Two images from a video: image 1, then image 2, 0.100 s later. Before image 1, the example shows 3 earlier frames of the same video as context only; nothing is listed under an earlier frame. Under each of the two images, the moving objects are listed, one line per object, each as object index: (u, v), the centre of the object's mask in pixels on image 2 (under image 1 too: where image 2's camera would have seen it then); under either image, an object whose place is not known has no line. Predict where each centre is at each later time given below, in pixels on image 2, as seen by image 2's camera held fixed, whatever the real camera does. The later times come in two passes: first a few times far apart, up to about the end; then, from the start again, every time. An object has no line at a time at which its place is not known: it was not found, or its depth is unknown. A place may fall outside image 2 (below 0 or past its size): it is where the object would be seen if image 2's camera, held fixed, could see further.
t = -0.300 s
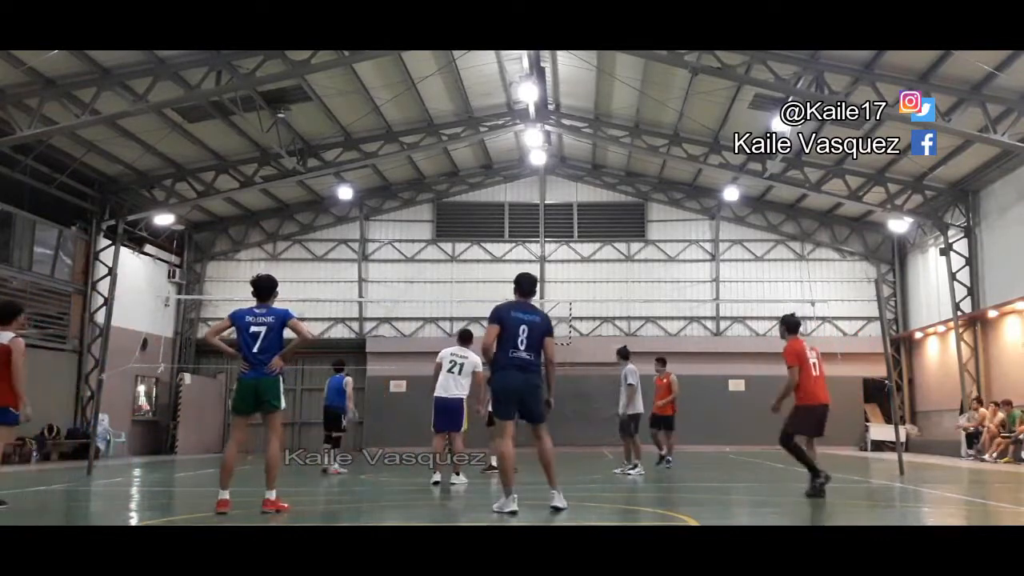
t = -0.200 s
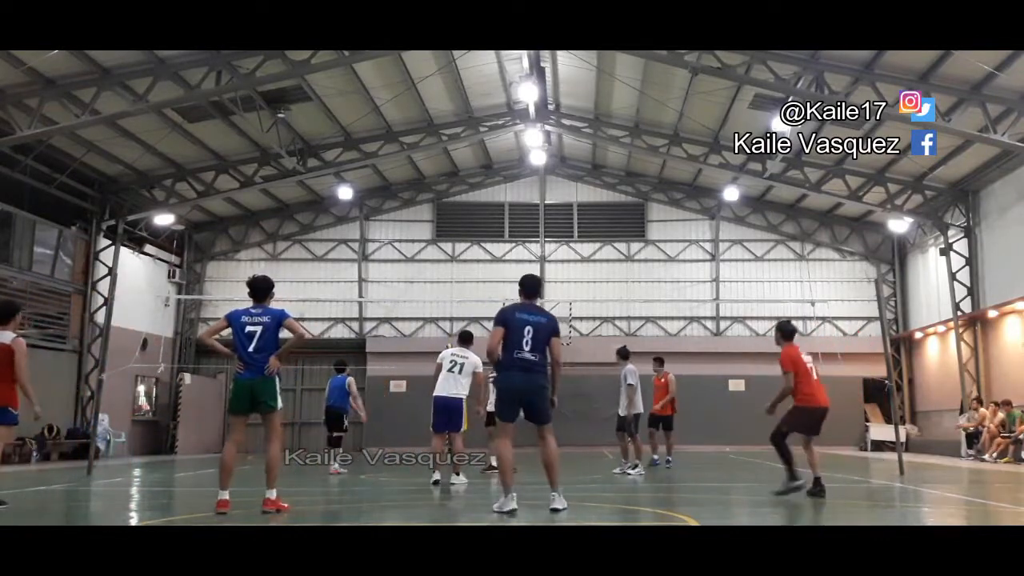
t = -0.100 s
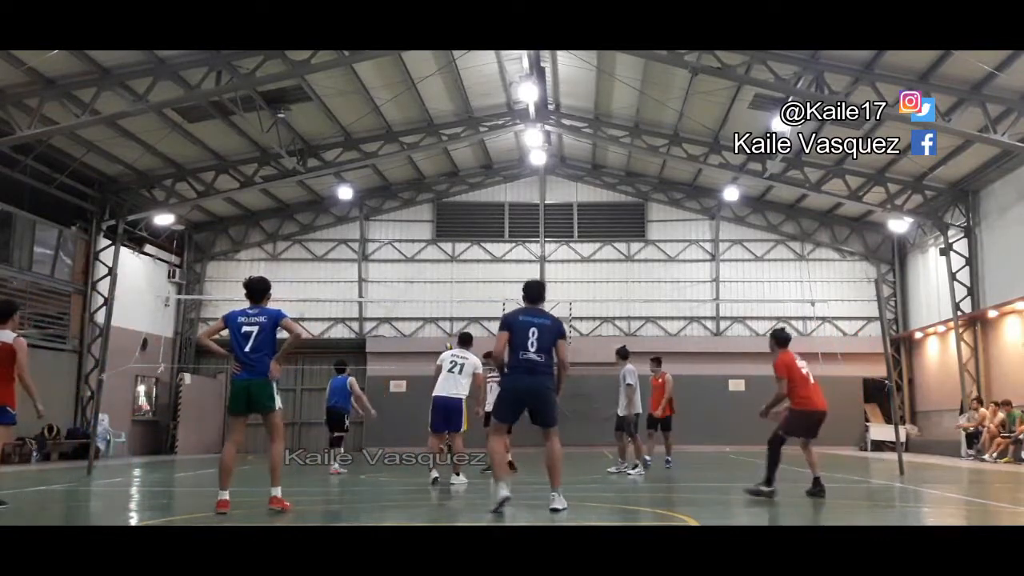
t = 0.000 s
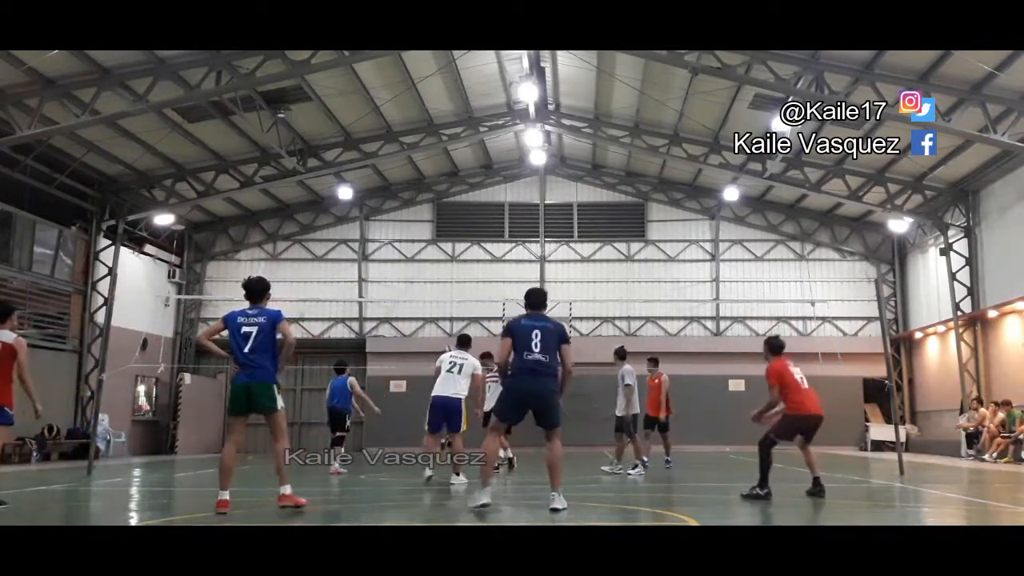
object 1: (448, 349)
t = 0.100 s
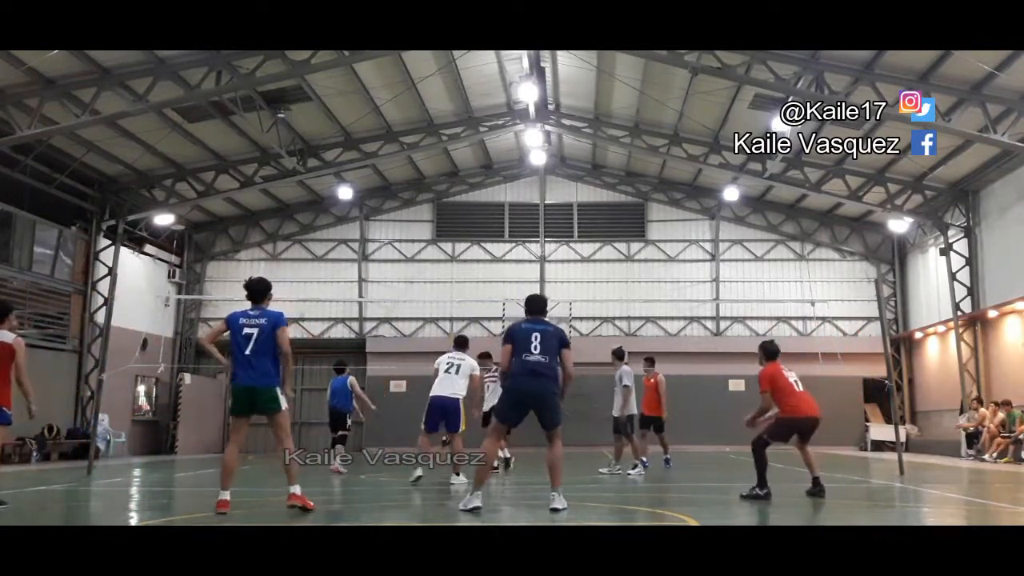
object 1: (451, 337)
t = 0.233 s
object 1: (461, 303)
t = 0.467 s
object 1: (471, 253)
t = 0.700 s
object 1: (475, 218)
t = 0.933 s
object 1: (488, 221)
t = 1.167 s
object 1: (497, 275)
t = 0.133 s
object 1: (455, 326)
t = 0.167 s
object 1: (457, 315)
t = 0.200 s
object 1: (459, 311)
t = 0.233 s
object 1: (461, 303)
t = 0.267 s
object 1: (463, 293)
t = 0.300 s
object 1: (465, 285)
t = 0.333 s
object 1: (467, 277)
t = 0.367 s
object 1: (468, 271)
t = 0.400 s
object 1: (469, 262)
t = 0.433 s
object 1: (470, 259)
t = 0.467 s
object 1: (471, 253)
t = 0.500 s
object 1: (473, 244)
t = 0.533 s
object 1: (473, 237)
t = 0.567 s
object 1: (473, 233)
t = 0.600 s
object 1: (473, 229)
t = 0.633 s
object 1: (474, 224)
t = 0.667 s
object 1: (474, 220)
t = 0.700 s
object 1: (475, 218)
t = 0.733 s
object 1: (477, 215)
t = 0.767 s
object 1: (479, 217)
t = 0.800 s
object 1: (481, 216)
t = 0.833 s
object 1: (482, 216)
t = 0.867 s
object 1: (484, 217)
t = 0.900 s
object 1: (486, 218)
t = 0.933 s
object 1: (488, 221)
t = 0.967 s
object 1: (489, 224)
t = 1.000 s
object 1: (491, 228)
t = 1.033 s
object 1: (492, 234)
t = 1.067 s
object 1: (493, 241)
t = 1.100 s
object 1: (495, 251)
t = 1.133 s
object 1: (496, 262)
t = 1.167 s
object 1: (497, 275)
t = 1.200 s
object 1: (497, 287)
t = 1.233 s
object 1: (498, 303)
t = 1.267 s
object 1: (499, 321)
